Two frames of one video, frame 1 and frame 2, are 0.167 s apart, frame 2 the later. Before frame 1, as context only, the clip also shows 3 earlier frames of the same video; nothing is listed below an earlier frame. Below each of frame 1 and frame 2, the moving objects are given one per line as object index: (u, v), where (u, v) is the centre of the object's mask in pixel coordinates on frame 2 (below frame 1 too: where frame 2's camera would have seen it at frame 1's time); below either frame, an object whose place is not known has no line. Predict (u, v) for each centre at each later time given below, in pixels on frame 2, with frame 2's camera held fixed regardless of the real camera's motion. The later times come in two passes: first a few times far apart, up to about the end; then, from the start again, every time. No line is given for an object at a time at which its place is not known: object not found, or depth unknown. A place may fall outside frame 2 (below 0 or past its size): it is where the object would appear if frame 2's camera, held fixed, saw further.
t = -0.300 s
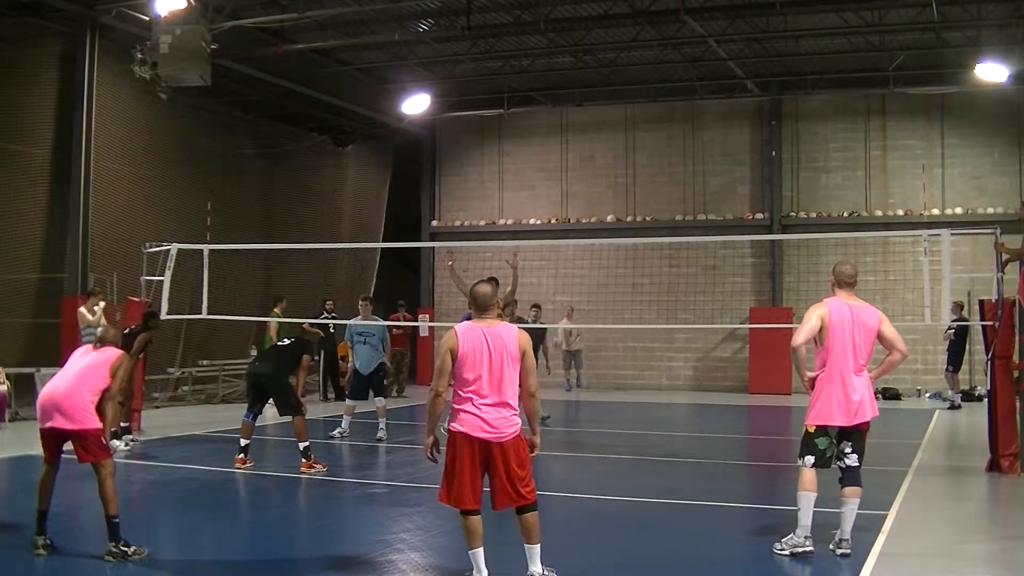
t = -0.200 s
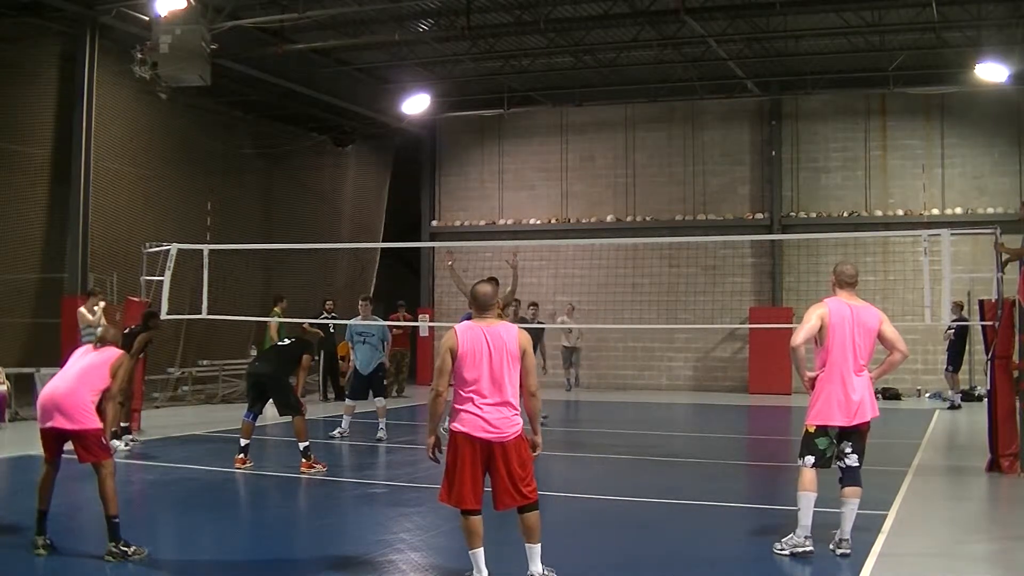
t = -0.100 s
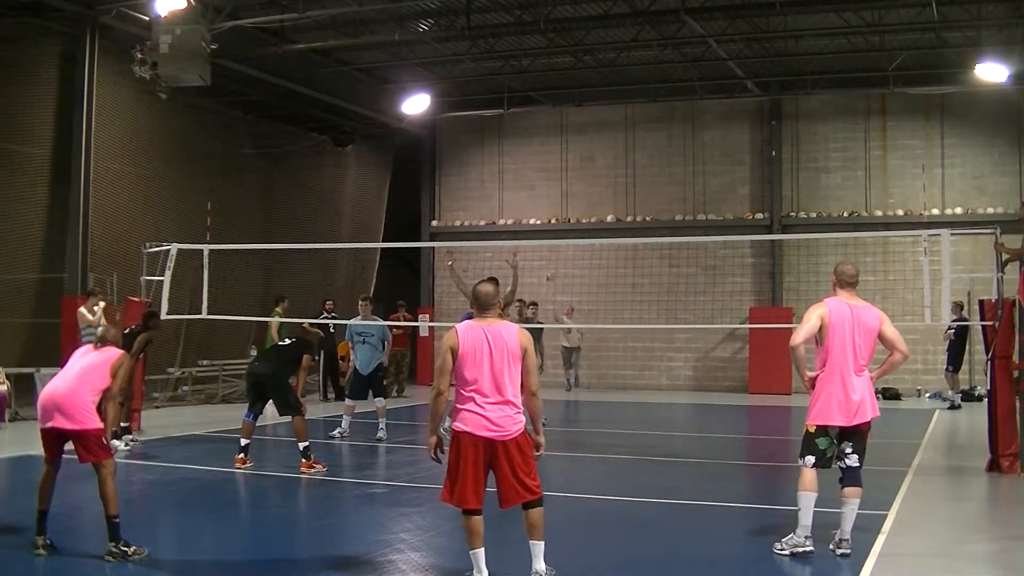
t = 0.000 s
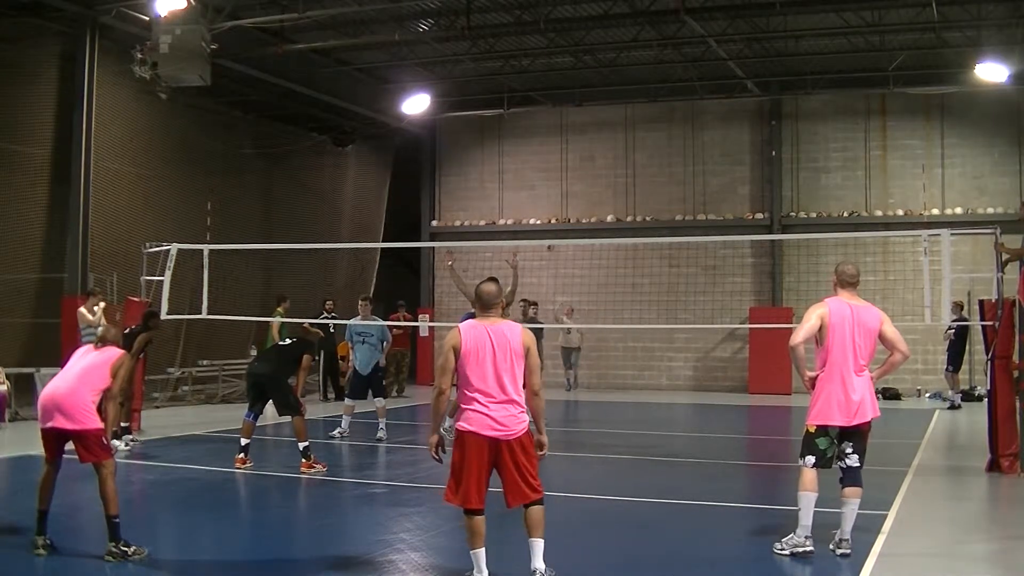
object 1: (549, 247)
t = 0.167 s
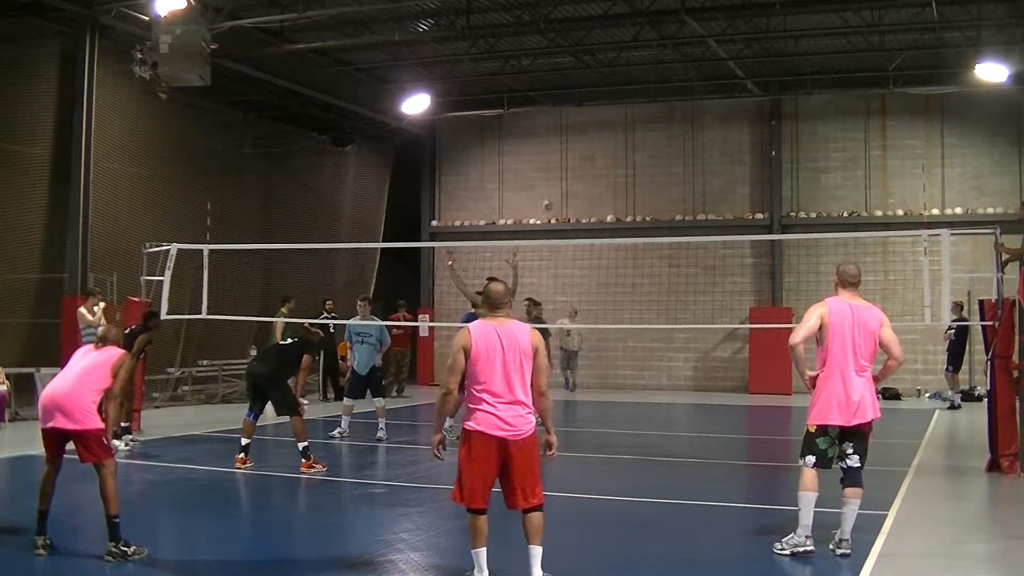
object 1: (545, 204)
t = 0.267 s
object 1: (545, 184)
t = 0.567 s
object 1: (544, 160)
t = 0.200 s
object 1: (546, 198)
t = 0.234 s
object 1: (546, 192)
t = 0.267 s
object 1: (545, 184)
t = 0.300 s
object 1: (545, 181)
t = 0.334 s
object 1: (545, 176)
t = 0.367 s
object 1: (544, 172)
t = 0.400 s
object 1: (544, 169)
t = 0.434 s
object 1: (544, 166)
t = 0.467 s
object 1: (544, 164)
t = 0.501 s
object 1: (544, 162)
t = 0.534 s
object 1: (544, 161)
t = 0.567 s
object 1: (544, 160)
